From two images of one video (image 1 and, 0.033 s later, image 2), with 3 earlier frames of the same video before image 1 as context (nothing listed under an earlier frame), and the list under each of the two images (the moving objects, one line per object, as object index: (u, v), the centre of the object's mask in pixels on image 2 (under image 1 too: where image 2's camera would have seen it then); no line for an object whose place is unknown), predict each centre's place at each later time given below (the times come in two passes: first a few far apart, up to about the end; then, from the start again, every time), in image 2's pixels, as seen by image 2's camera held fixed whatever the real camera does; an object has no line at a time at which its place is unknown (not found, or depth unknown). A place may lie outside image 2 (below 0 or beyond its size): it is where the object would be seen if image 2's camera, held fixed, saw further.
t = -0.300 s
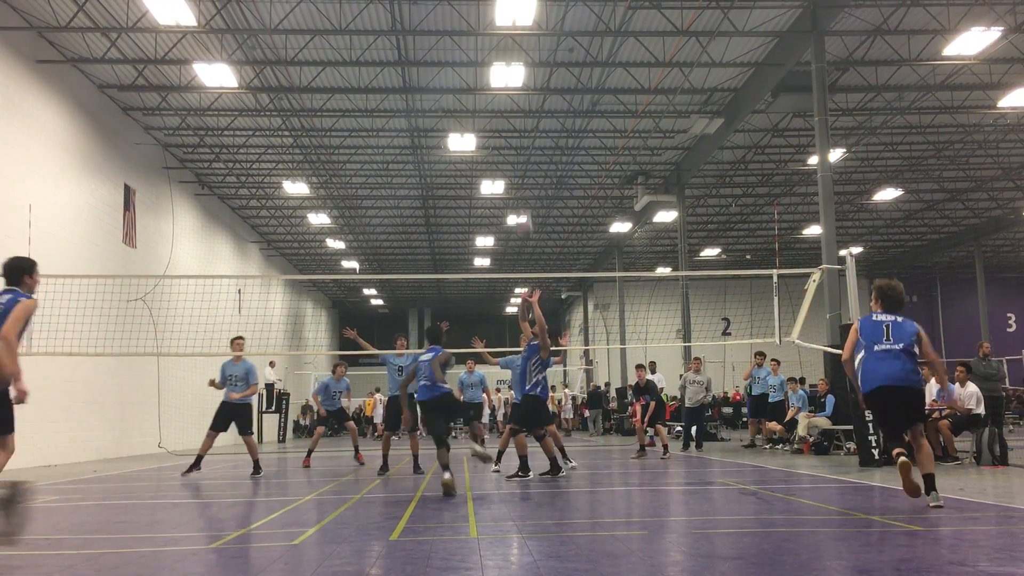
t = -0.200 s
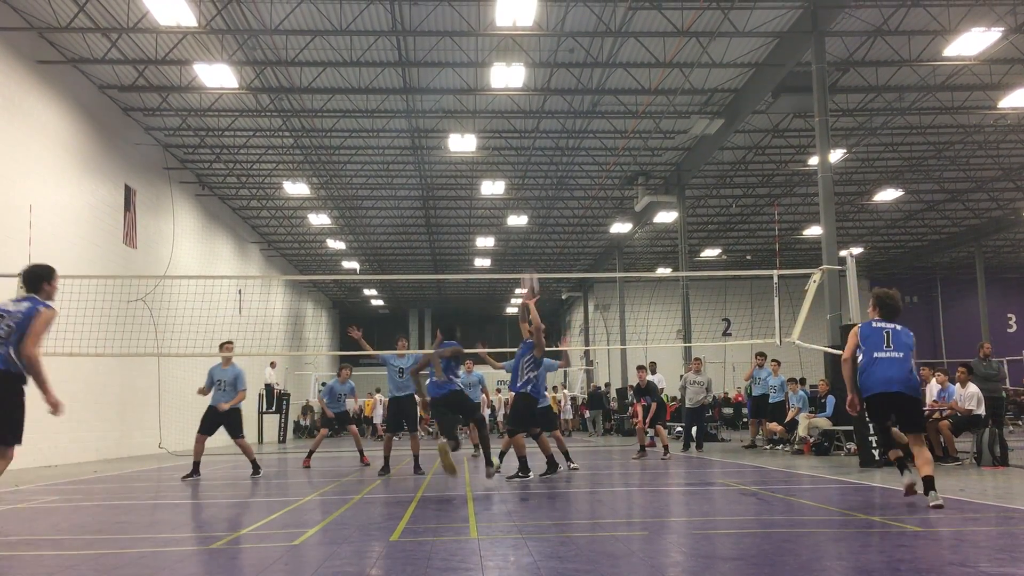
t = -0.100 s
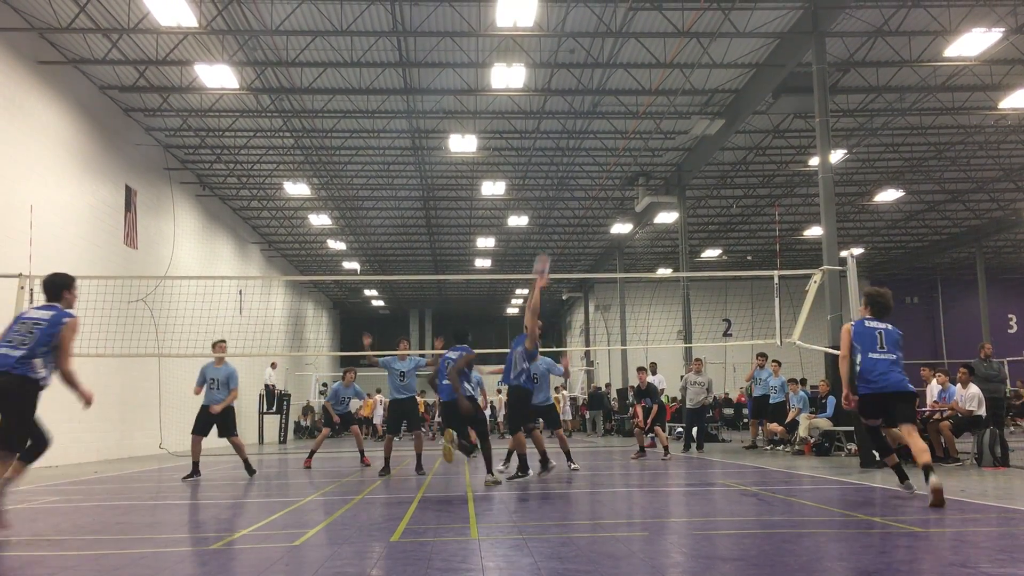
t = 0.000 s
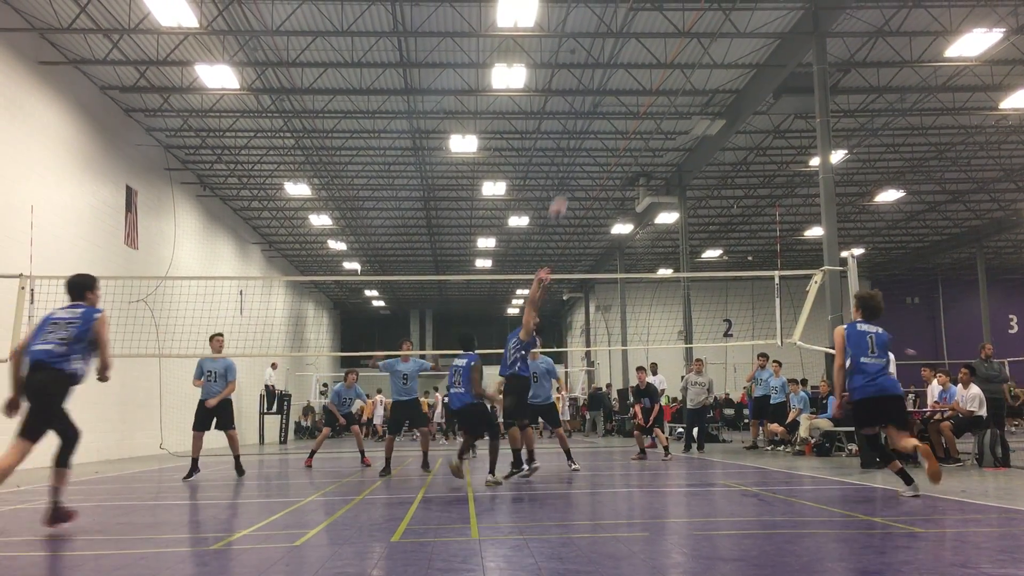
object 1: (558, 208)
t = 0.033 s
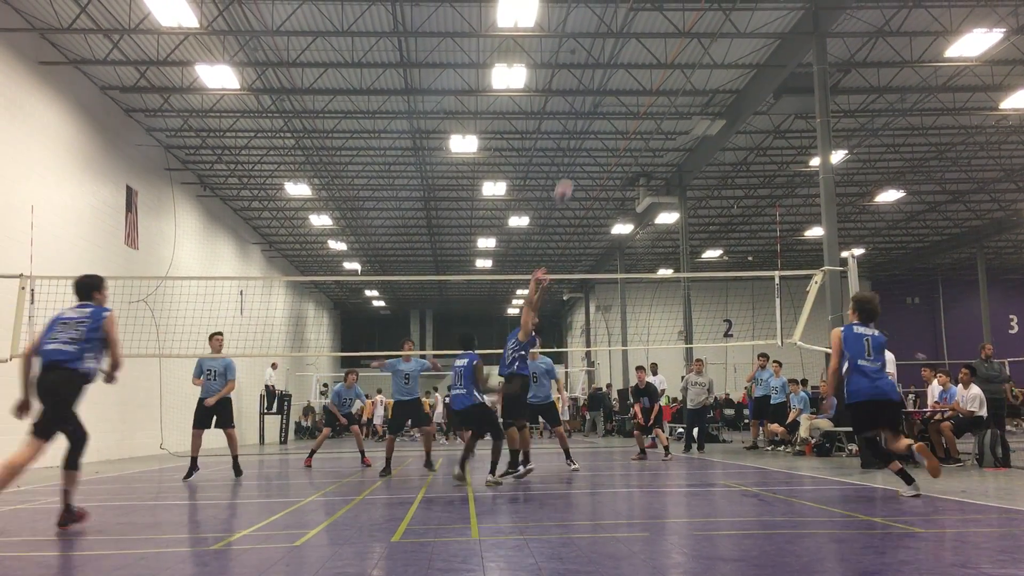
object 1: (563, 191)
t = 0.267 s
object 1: (598, 94)
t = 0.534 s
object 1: (641, 42)
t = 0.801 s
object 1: (683, 49)
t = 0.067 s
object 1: (569, 173)
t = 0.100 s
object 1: (573, 157)
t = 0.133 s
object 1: (578, 144)
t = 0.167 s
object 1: (583, 129)
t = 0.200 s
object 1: (588, 117)
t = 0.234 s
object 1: (593, 105)
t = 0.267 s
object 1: (598, 94)
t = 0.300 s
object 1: (603, 84)
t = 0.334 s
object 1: (608, 75)
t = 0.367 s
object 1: (614, 67)
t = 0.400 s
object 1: (619, 60)
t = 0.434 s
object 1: (625, 55)
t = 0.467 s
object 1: (630, 48)
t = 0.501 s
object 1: (635, 45)
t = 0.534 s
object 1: (641, 42)
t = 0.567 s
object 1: (646, 39)
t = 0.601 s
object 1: (650, 38)
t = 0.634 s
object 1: (657, 38)
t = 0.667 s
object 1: (662, 38)
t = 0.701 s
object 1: (668, 39)
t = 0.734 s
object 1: (674, 42)
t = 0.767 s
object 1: (679, 45)
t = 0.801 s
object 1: (683, 49)
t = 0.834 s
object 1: (690, 54)
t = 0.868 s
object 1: (695, 60)
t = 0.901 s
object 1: (701, 67)
